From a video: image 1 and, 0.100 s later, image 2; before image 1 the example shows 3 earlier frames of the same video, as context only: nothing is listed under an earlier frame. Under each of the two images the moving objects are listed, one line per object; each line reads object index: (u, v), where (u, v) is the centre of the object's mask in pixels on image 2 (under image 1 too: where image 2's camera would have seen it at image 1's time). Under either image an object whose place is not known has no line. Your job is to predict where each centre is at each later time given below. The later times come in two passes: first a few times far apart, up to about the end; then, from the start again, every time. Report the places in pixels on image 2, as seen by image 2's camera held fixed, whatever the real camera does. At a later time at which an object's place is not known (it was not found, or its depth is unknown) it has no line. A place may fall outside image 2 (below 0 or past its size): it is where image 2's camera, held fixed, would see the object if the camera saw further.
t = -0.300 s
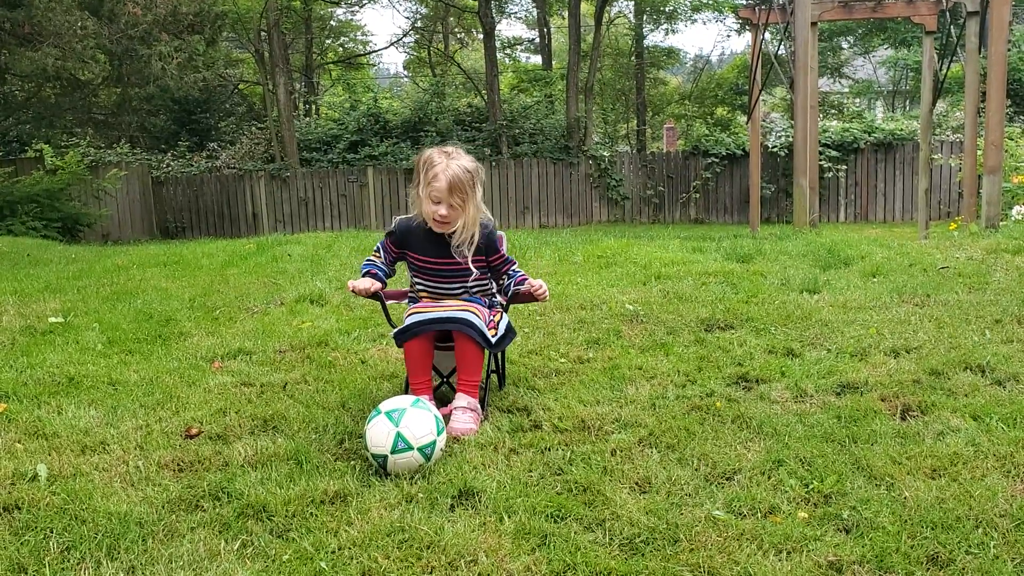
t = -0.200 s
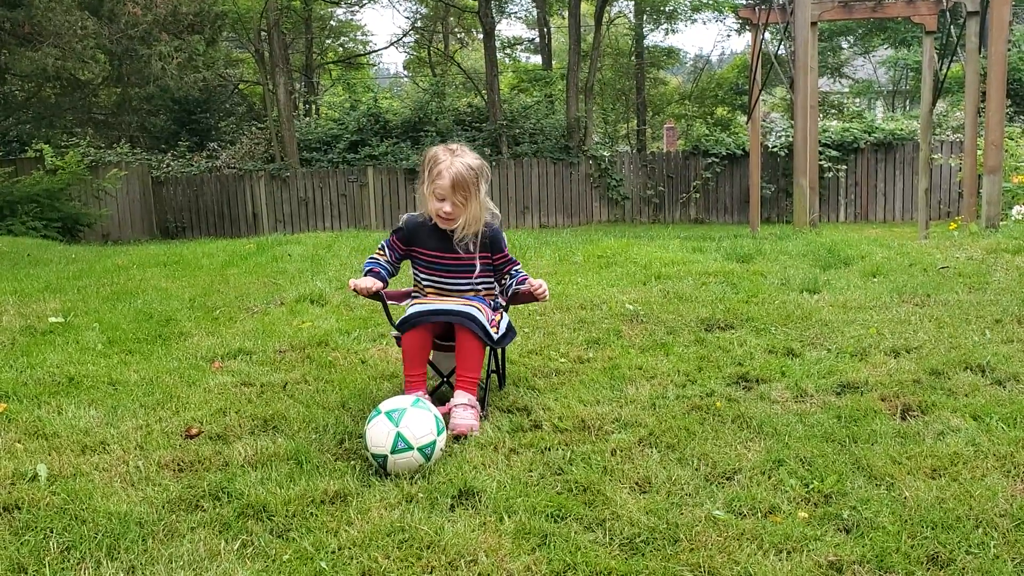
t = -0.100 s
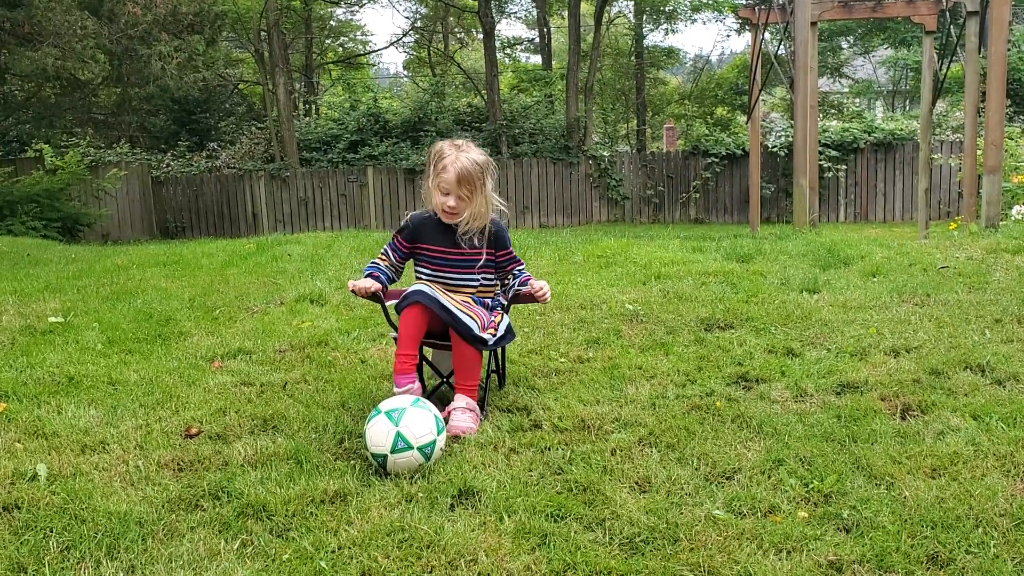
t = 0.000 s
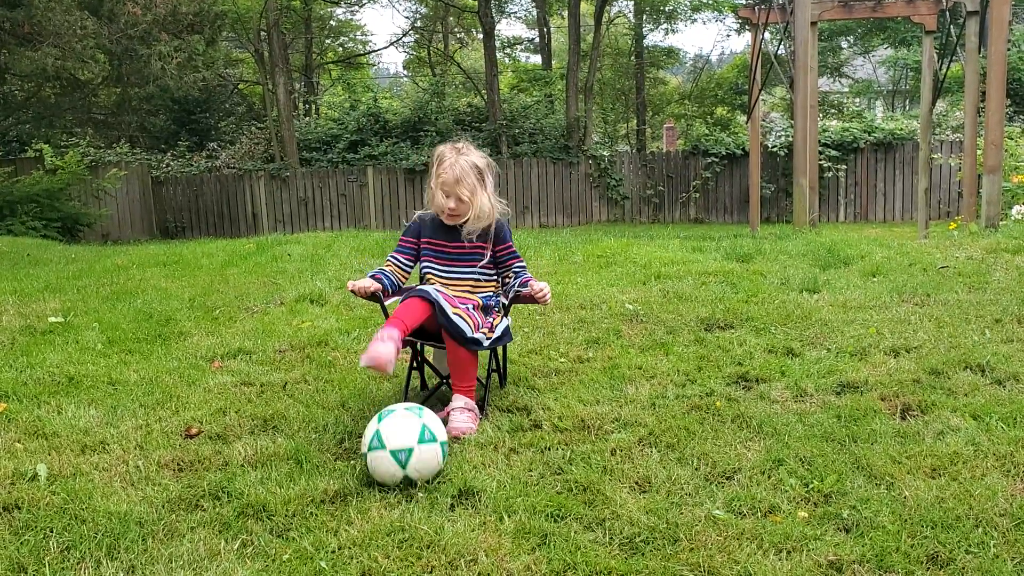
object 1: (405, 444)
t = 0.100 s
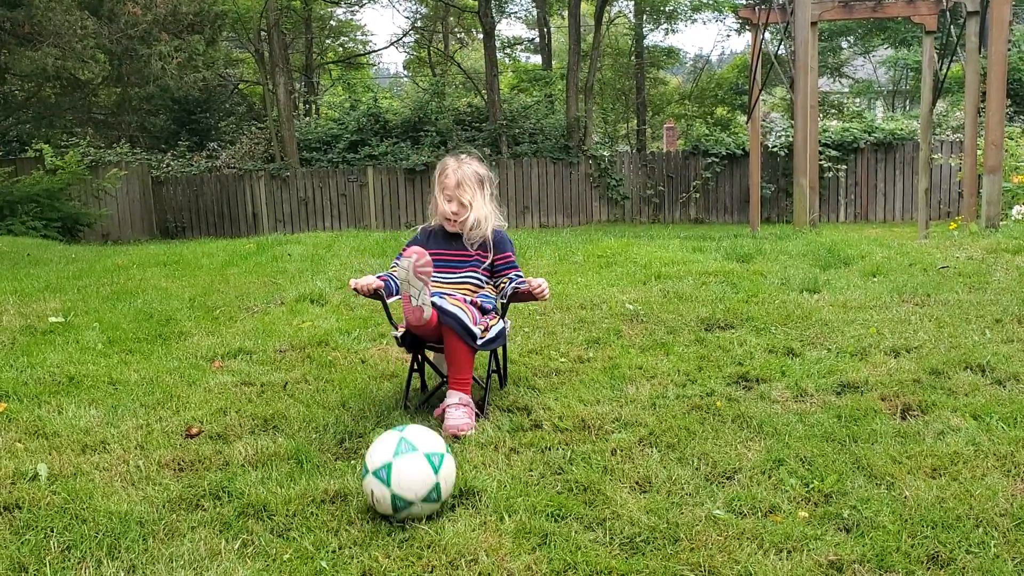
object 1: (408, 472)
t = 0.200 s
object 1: (415, 503)
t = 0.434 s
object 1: (421, 547)
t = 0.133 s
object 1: (410, 482)
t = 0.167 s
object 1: (413, 495)
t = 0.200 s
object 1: (415, 503)
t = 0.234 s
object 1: (416, 513)
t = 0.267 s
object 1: (417, 521)
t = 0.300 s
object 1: (418, 528)
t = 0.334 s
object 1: (420, 534)
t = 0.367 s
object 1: (420, 539)
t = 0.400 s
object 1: (421, 543)
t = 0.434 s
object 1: (421, 547)
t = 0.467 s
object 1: (422, 551)
